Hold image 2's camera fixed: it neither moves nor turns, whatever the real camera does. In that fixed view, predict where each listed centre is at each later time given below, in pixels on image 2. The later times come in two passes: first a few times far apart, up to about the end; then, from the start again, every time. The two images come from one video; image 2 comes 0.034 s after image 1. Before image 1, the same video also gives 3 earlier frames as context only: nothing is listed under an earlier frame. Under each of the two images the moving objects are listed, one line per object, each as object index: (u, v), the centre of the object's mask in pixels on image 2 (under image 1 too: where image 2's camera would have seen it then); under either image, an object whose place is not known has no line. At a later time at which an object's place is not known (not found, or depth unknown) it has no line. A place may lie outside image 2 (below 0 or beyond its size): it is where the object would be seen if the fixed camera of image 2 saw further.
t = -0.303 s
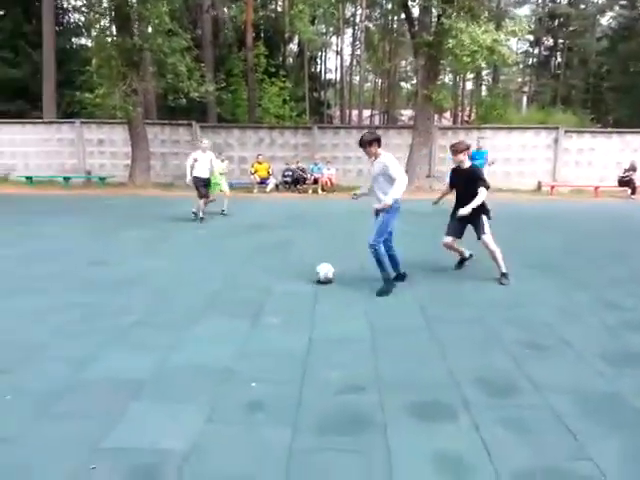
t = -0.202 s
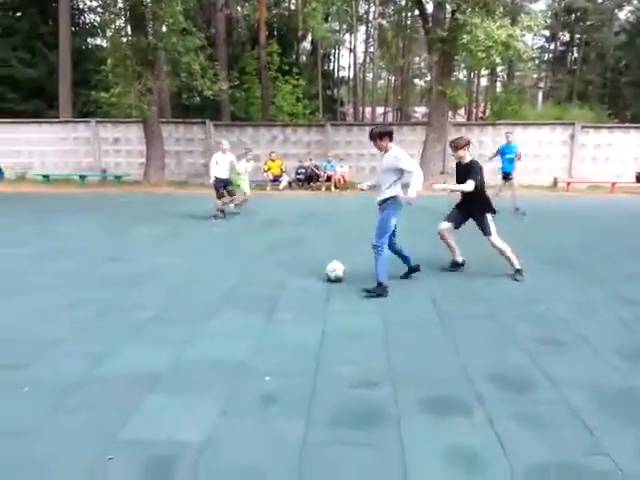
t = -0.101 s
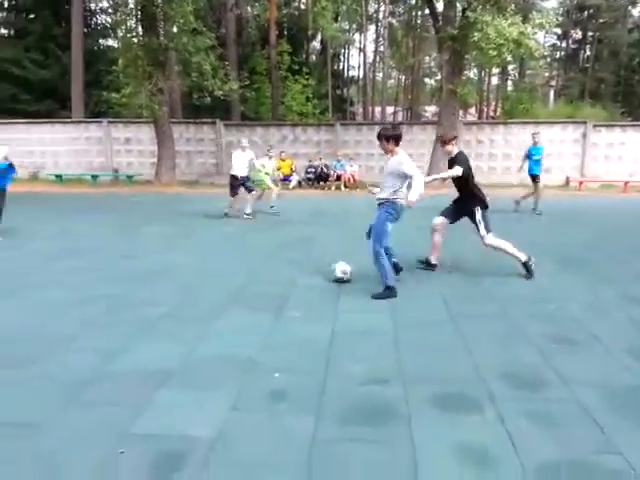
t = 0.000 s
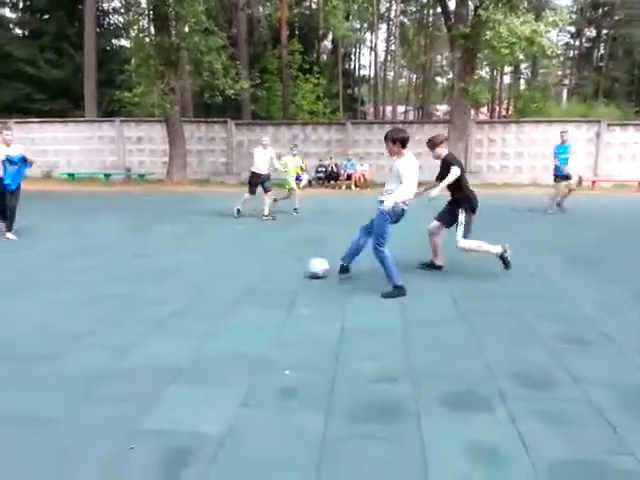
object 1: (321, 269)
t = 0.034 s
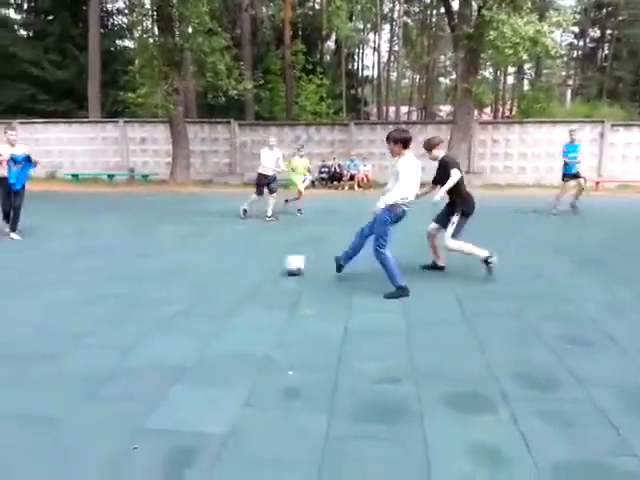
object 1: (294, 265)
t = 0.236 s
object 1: (172, 248)
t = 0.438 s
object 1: (95, 238)
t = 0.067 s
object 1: (270, 262)
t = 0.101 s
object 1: (247, 259)
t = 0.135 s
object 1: (226, 257)
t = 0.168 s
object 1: (207, 253)
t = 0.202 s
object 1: (189, 250)
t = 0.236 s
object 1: (172, 248)
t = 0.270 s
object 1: (157, 247)
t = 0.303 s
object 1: (142, 246)
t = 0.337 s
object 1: (129, 243)
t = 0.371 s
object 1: (117, 241)
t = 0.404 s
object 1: (105, 239)
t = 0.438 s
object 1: (95, 238)
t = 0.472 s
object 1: (84, 237)
